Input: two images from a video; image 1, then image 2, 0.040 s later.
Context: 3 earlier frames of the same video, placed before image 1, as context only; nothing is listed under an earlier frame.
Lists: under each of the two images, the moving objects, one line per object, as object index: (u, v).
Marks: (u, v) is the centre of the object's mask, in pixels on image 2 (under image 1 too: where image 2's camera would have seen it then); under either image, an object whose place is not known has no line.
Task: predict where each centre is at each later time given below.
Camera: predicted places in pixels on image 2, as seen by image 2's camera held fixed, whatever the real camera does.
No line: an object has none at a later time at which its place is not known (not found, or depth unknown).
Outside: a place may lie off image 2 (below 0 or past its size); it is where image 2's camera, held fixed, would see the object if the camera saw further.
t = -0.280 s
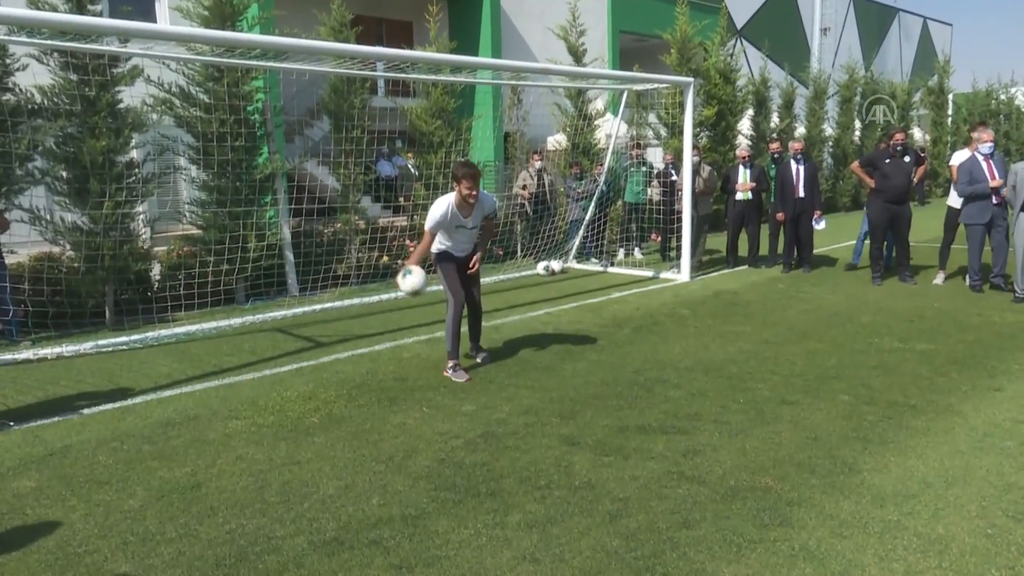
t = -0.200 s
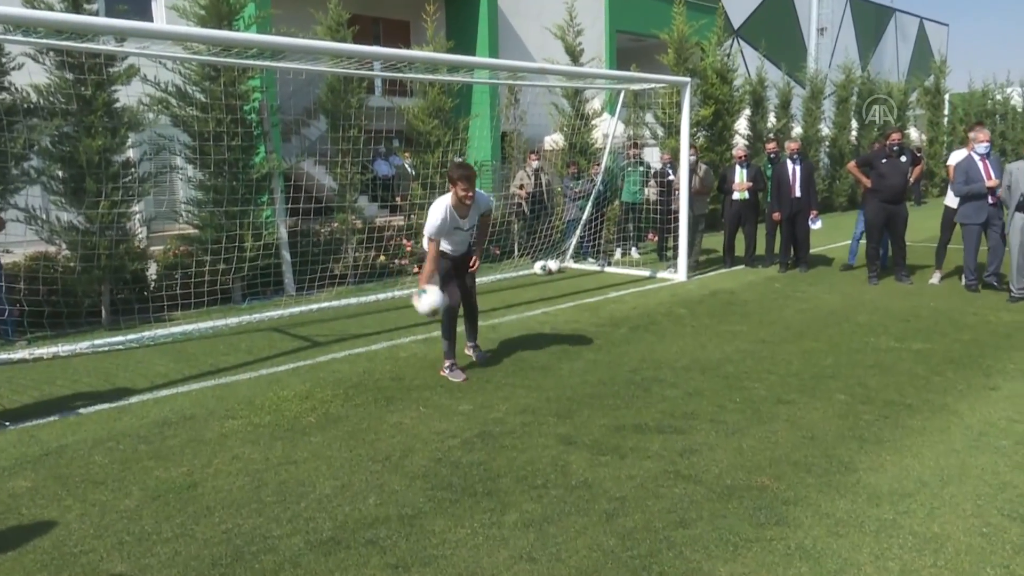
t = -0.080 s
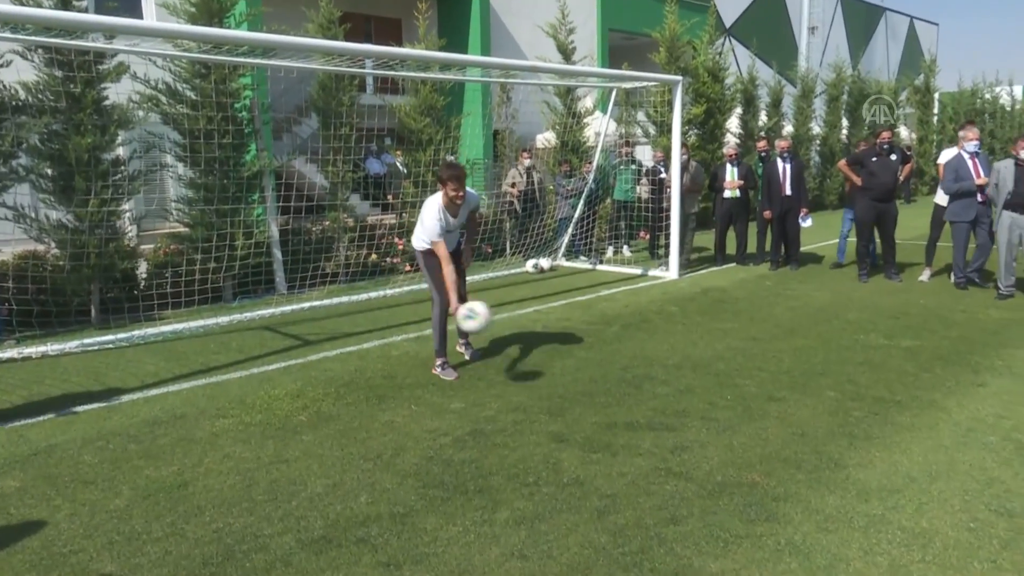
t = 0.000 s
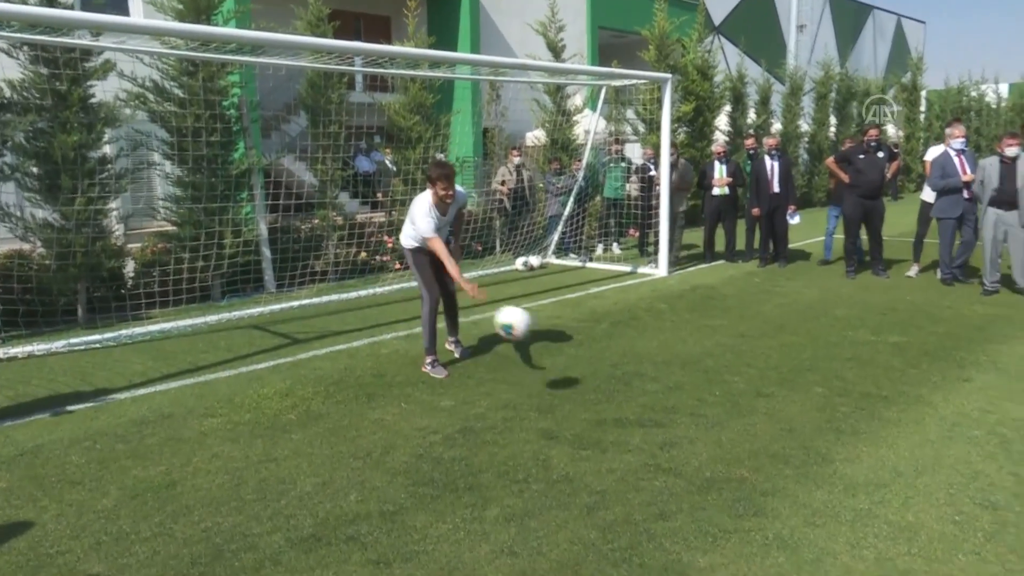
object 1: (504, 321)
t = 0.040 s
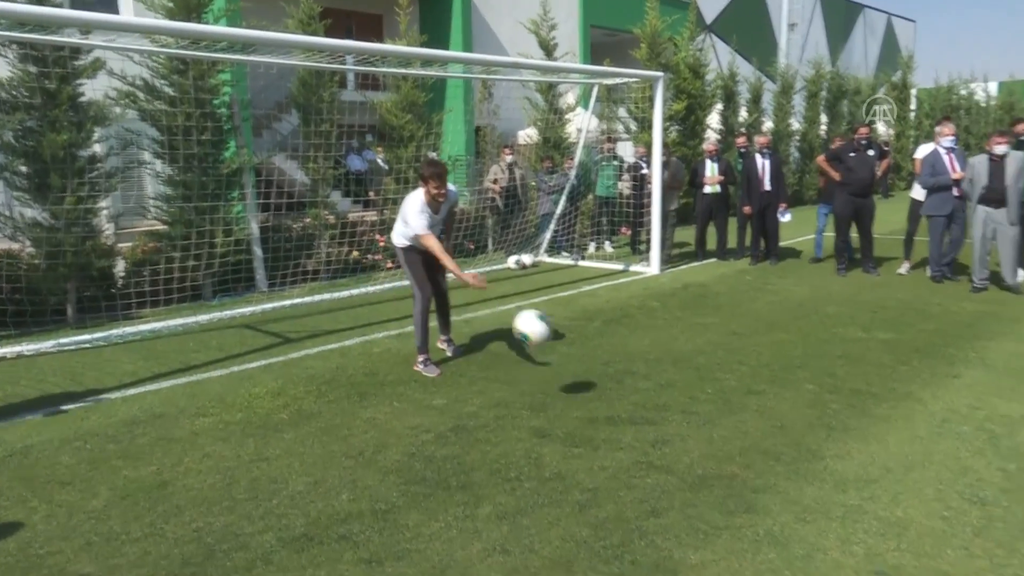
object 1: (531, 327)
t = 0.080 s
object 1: (561, 336)
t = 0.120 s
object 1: (591, 350)
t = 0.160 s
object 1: (623, 367)
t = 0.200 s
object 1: (657, 388)
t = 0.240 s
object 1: (693, 413)
